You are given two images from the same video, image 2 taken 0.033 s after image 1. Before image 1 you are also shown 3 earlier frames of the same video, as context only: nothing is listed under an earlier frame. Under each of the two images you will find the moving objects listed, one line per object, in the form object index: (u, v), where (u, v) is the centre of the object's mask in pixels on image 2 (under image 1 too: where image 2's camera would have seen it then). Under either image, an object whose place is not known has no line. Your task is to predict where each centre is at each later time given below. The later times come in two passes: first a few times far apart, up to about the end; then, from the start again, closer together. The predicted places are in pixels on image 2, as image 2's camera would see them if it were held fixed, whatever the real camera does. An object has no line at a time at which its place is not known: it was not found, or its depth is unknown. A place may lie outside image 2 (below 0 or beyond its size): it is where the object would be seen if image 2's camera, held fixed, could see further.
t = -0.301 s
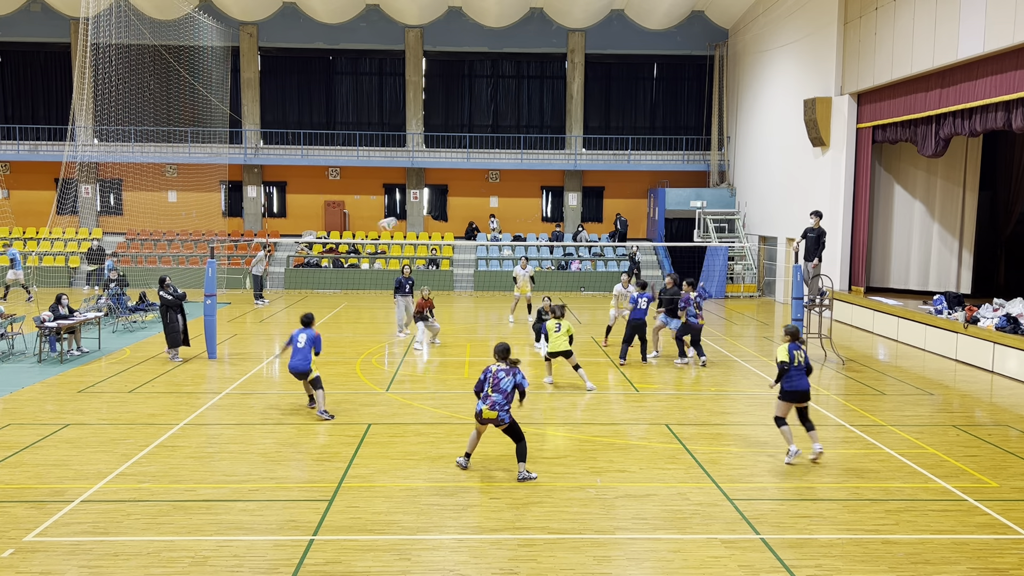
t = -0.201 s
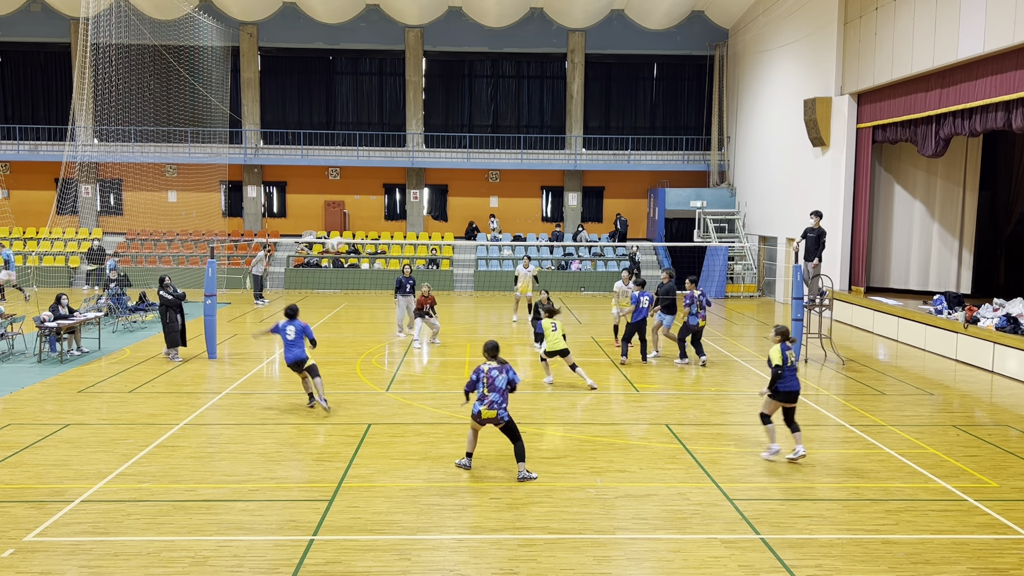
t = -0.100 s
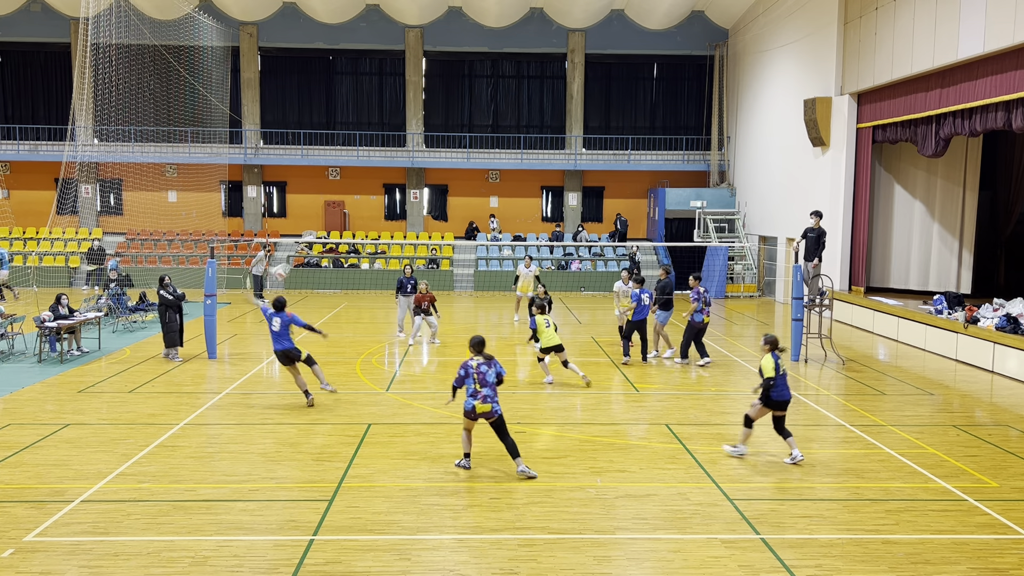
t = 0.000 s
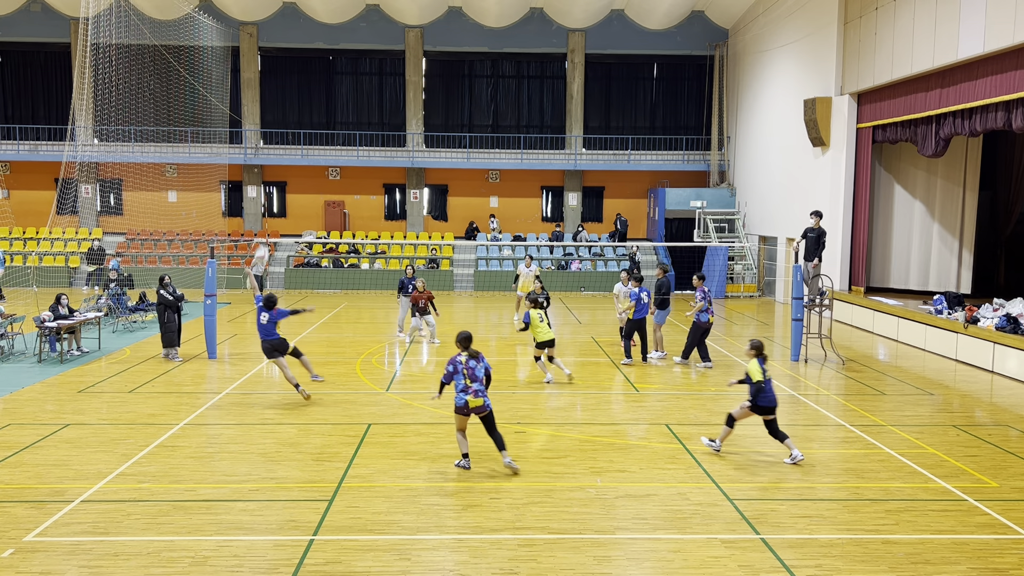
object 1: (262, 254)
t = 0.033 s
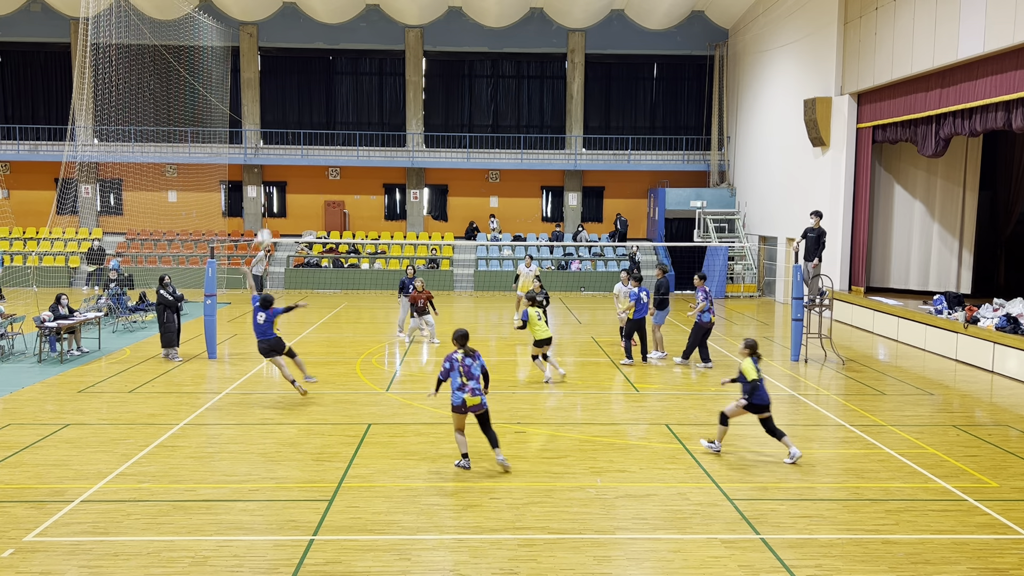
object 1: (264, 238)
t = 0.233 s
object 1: (276, 155)
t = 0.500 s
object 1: (292, 79)
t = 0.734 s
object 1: (308, 55)
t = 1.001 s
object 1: (329, 84)
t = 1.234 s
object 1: (352, 169)
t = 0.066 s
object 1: (266, 223)
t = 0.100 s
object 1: (268, 208)
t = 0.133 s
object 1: (270, 194)
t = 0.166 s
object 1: (272, 180)
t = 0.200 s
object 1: (274, 167)
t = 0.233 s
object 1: (276, 155)
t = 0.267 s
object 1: (278, 142)
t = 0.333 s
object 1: (282, 121)
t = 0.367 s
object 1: (284, 112)
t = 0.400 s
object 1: (286, 103)
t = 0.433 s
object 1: (288, 95)
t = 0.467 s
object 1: (291, 87)
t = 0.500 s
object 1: (292, 79)
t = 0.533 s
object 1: (295, 74)
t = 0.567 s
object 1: (297, 68)
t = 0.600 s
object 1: (299, 64)
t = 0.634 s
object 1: (302, 61)
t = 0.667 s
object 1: (304, 58)
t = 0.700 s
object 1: (306, 56)
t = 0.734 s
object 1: (308, 55)
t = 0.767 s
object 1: (311, 56)
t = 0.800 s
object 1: (313, 56)
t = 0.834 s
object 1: (316, 59)
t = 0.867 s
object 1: (319, 61)
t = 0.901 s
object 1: (321, 66)
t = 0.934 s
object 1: (324, 71)
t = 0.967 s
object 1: (327, 77)
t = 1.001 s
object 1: (329, 84)
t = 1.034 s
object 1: (333, 93)
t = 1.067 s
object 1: (336, 103)
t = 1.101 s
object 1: (339, 113)
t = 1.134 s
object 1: (342, 125)
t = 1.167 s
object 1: (345, 138)
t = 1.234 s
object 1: (352, 169)
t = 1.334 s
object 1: (362, 220)
